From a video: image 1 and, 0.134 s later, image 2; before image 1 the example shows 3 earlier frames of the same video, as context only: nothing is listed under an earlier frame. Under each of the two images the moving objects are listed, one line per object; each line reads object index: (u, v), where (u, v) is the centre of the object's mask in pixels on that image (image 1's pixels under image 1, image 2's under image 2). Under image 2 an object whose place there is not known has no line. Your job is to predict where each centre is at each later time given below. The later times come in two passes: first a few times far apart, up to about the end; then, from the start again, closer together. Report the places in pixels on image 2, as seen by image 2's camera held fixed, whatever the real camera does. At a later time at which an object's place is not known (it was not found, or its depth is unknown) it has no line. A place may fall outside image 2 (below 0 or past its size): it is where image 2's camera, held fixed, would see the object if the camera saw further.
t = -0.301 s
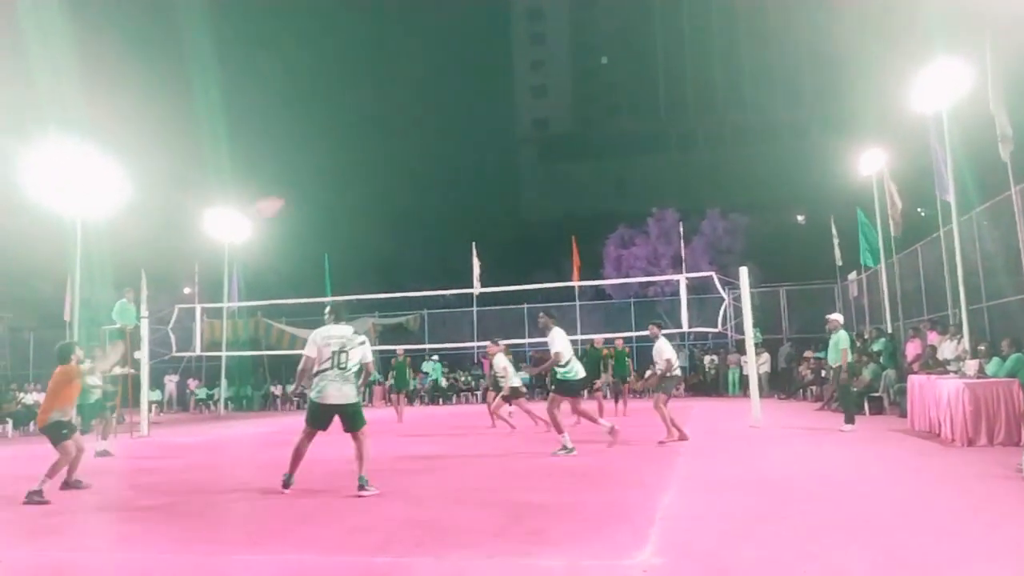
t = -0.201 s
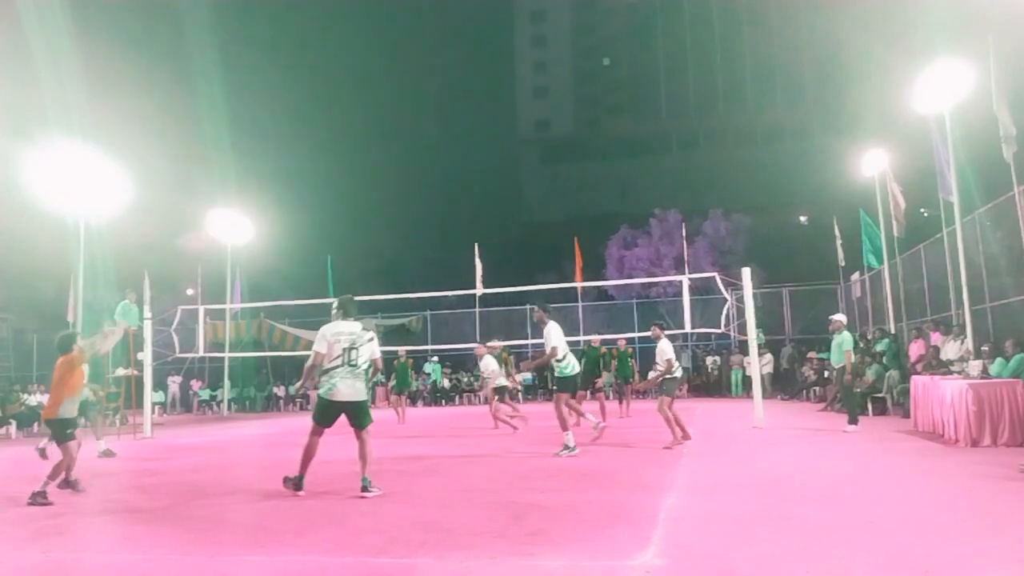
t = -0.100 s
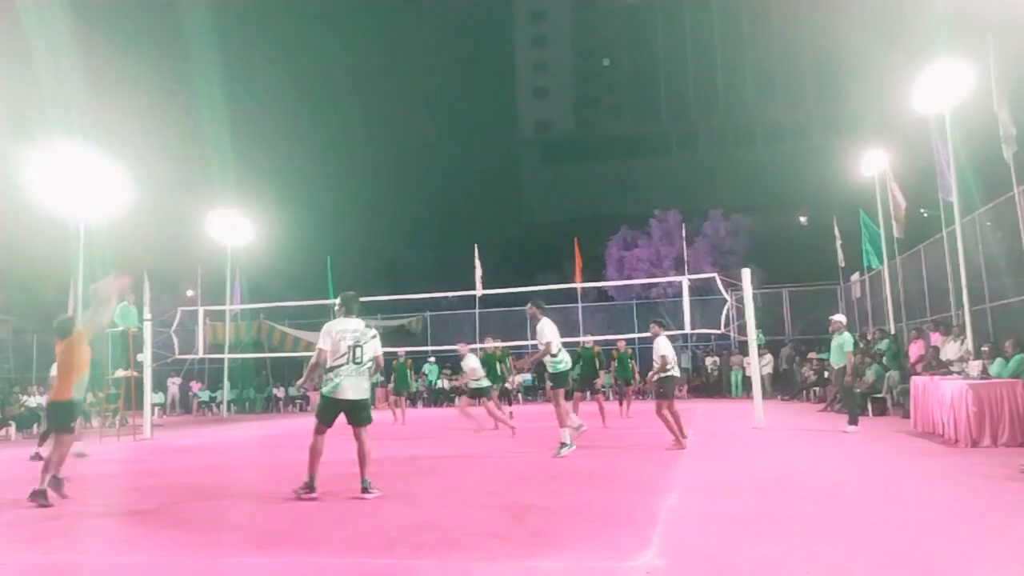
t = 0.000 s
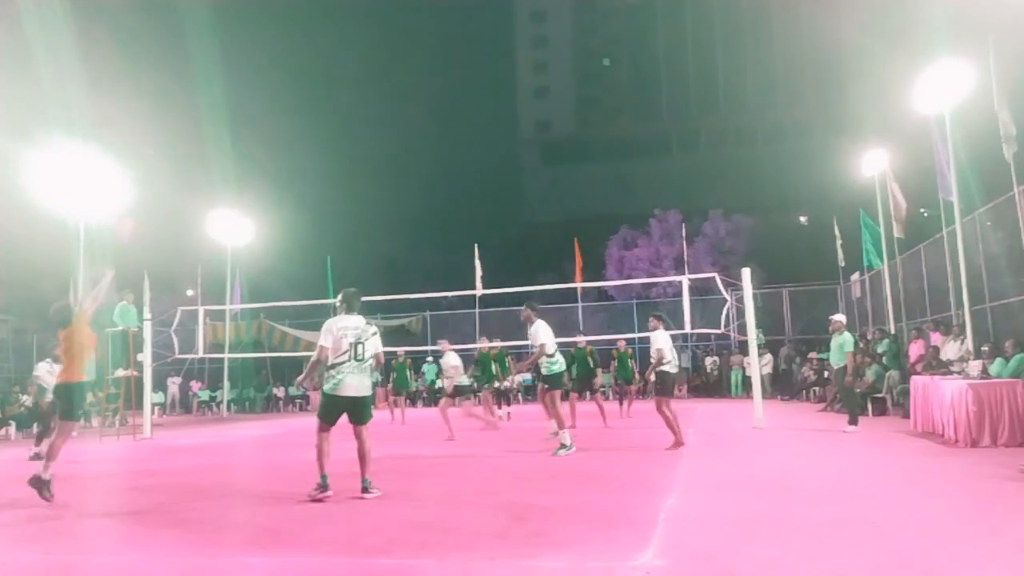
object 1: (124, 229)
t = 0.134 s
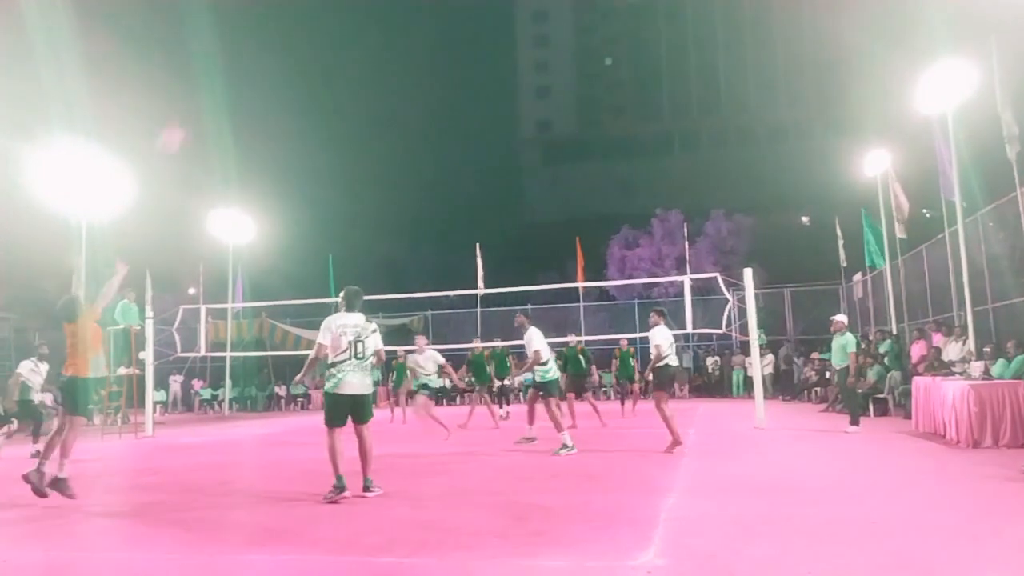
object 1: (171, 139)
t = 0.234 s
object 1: (200, 92)
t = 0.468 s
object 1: (261, 26)
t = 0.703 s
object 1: (311, 8)
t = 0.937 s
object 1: (355, 30)
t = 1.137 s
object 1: (387, 73)
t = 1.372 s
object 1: (423, 148)
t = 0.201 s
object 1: (191, 107)
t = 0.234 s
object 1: (200, 92)
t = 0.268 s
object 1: (210, 79)
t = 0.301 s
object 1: (219, 67)
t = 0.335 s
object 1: (227, 56)
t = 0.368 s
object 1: (236, 46)
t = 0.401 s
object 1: (244, 38)
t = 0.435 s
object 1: (253, 31)
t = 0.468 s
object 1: (261, 26)
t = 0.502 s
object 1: (269, 20)
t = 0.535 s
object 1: (276, 16)
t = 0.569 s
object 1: (283, 13)
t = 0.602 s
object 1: (291, 10)
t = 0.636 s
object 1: (297, 8)
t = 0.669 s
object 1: (304, 8)
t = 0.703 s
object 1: (311, 8)
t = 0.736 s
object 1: (318, 9)
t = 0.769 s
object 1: (324, 10)
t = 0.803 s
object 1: (330, 13)
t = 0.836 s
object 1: (336, 16)
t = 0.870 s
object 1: (343, 20)
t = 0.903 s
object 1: (349, 25)
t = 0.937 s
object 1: (355, 30)
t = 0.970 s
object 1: (360, 35)
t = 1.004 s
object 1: (366, 42)
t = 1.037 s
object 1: (371, 48)
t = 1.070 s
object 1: (377, 56)
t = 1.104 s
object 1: (382, 64)
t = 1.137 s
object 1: (387, 73)
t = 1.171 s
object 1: (393, 82)
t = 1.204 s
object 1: (398, 92)
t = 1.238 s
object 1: (403, 102)
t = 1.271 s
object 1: (408, 114)
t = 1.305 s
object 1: (413, 125)
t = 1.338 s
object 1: (418, 136)
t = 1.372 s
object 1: (423, 148)
